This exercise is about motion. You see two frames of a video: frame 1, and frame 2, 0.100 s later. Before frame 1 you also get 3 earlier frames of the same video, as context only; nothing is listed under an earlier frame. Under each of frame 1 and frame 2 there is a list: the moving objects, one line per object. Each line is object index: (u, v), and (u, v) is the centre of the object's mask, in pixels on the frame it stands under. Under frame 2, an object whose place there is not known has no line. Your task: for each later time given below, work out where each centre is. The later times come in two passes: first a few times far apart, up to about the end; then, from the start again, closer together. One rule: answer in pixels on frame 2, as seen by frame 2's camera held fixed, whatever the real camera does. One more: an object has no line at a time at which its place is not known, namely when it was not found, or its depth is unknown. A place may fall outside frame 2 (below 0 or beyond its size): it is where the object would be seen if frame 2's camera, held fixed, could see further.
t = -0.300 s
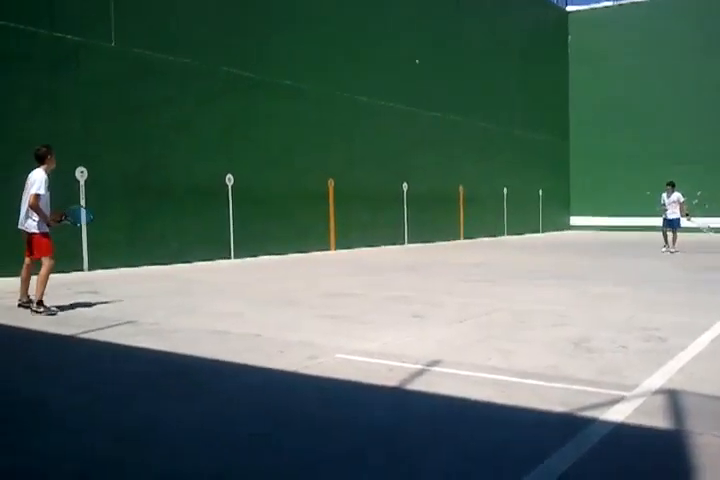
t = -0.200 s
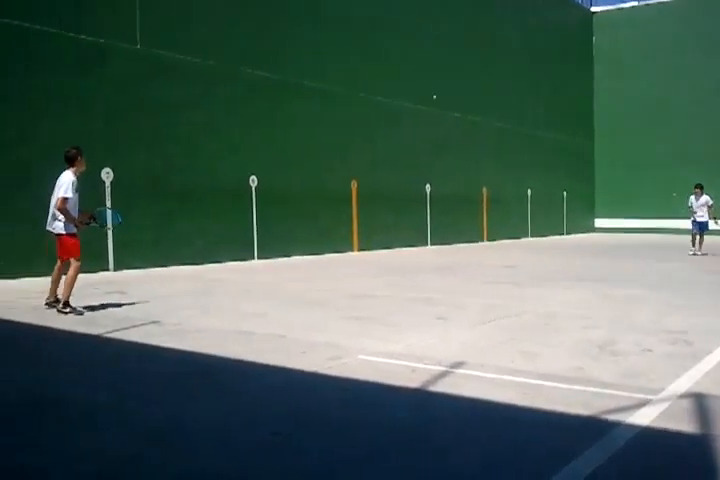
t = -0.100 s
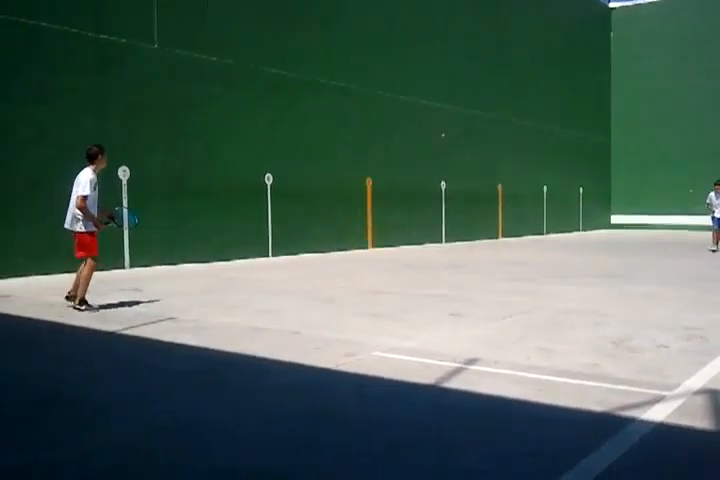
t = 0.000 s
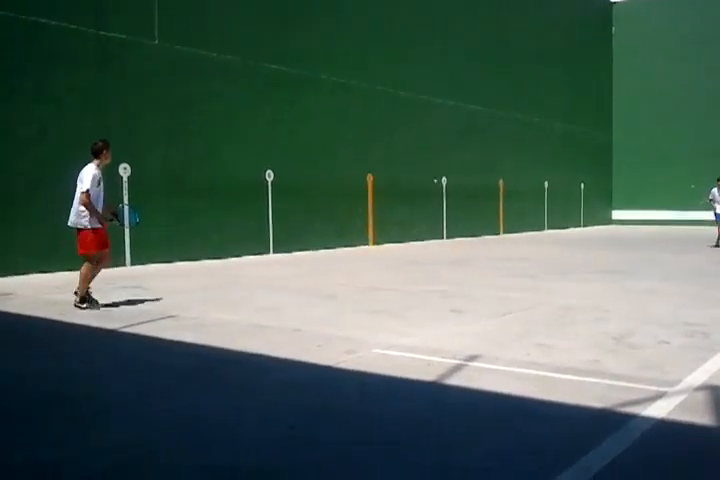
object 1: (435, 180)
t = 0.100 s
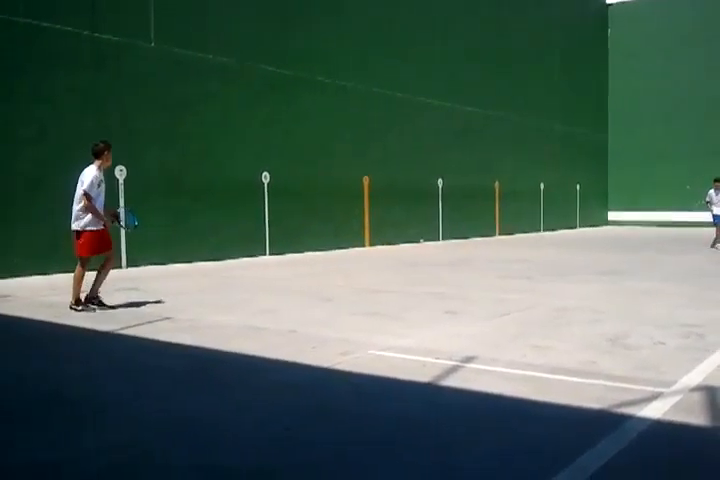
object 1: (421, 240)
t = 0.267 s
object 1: (415, 198)
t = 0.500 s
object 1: (411, 112)
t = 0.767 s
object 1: (405, 42)
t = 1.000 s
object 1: (401, 11)
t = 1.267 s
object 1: (395, 19)
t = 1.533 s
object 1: (388, 85)
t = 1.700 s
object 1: (384, 179)
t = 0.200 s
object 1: (416, 227)
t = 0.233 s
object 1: (416, 213)
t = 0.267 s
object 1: (415, 198)
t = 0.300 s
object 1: (415, 185)
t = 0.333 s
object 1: (414, 172)
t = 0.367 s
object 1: (413, 159)
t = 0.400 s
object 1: (412, 147)
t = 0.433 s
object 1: (411, 134)
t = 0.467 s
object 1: (411, 123)
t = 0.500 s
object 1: (411, 112)
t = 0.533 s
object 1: (410, 101)
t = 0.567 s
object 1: (409, 91)
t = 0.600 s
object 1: (408, 82)
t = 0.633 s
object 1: (408, 73)
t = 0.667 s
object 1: (407, 64)
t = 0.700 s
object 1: (407, 56)
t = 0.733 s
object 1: (406, 48)
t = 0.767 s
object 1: (405, 42)
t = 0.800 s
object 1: (404, 35)
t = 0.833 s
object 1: (404, 29)
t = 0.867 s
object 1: (403, 24)
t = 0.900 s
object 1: (402, 20)
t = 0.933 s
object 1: (402, 16)
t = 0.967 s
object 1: (401, 13)
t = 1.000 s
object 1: (401, 11)
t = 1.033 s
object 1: (400, 9)
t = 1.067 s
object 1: (399, 8)
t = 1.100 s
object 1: (398, 8)
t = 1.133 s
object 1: (398, 8)
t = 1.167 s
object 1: (397, 10)
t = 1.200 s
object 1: (396, 13)
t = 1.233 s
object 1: (396, 16)
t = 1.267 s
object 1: (395, 19)
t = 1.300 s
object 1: (394, 24)
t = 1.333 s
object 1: (394, 30)
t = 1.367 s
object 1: (393, 37)
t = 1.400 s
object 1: (392, 44)
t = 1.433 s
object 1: (391, 53)
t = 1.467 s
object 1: (390, 62)
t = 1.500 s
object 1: (389, 73)
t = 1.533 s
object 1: (388, 85)
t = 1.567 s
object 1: (388, 98)
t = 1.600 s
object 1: (387, 112)
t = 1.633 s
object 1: (386, 127)
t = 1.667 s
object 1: (386, 143)
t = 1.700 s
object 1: (384, 179)
